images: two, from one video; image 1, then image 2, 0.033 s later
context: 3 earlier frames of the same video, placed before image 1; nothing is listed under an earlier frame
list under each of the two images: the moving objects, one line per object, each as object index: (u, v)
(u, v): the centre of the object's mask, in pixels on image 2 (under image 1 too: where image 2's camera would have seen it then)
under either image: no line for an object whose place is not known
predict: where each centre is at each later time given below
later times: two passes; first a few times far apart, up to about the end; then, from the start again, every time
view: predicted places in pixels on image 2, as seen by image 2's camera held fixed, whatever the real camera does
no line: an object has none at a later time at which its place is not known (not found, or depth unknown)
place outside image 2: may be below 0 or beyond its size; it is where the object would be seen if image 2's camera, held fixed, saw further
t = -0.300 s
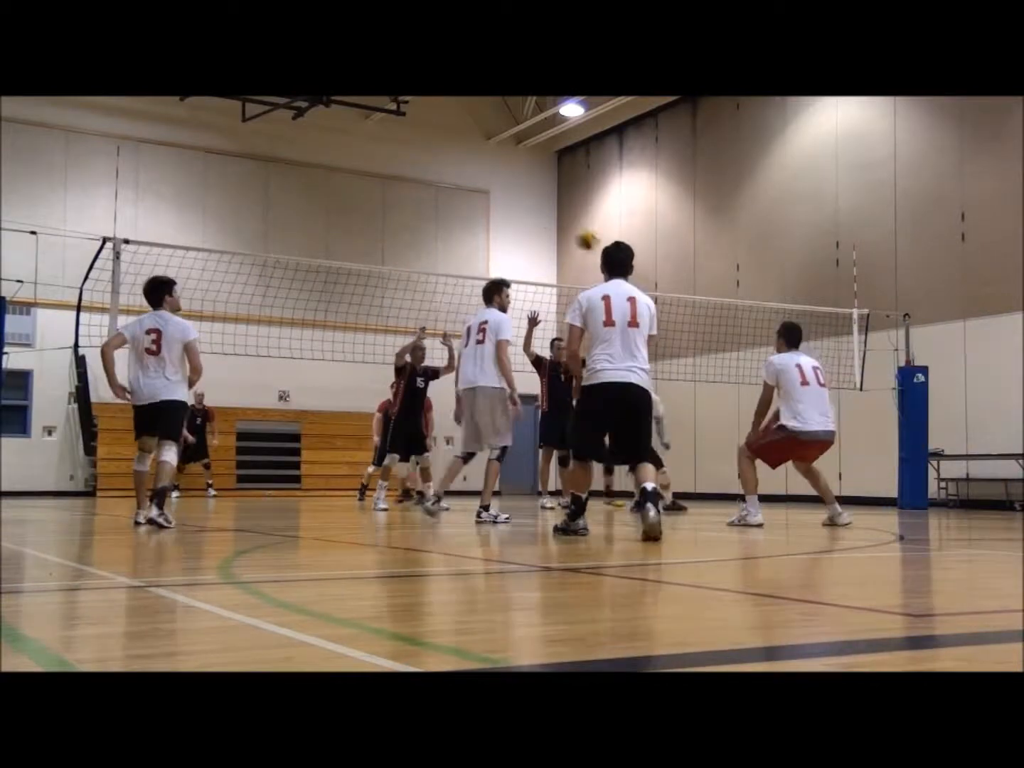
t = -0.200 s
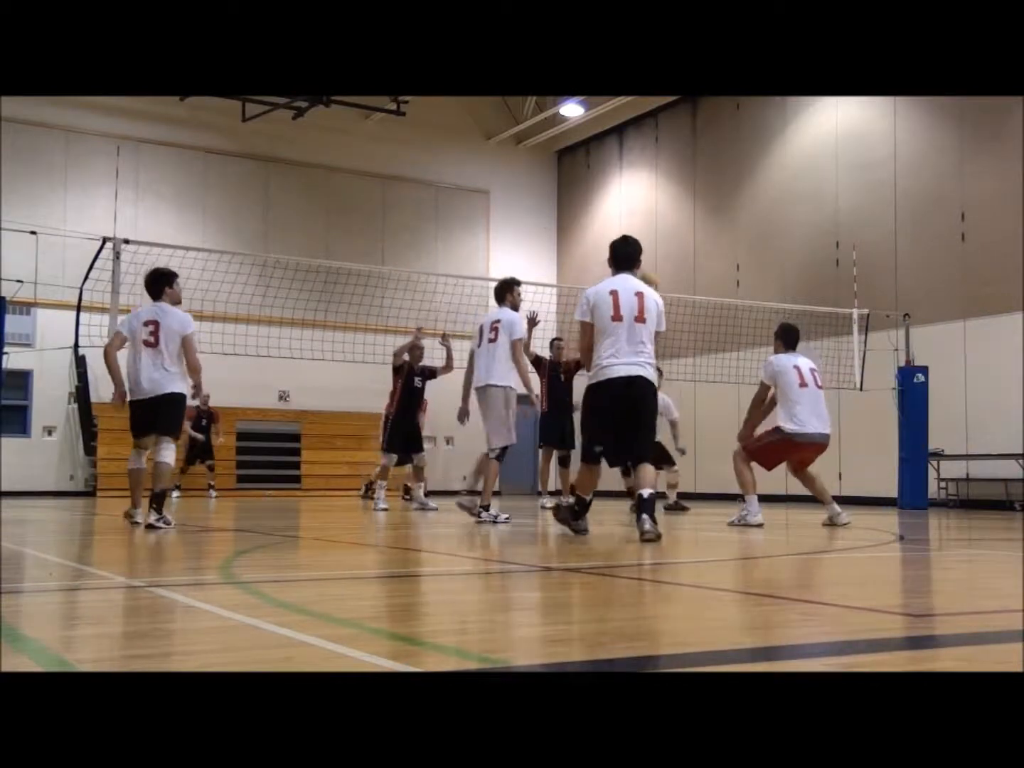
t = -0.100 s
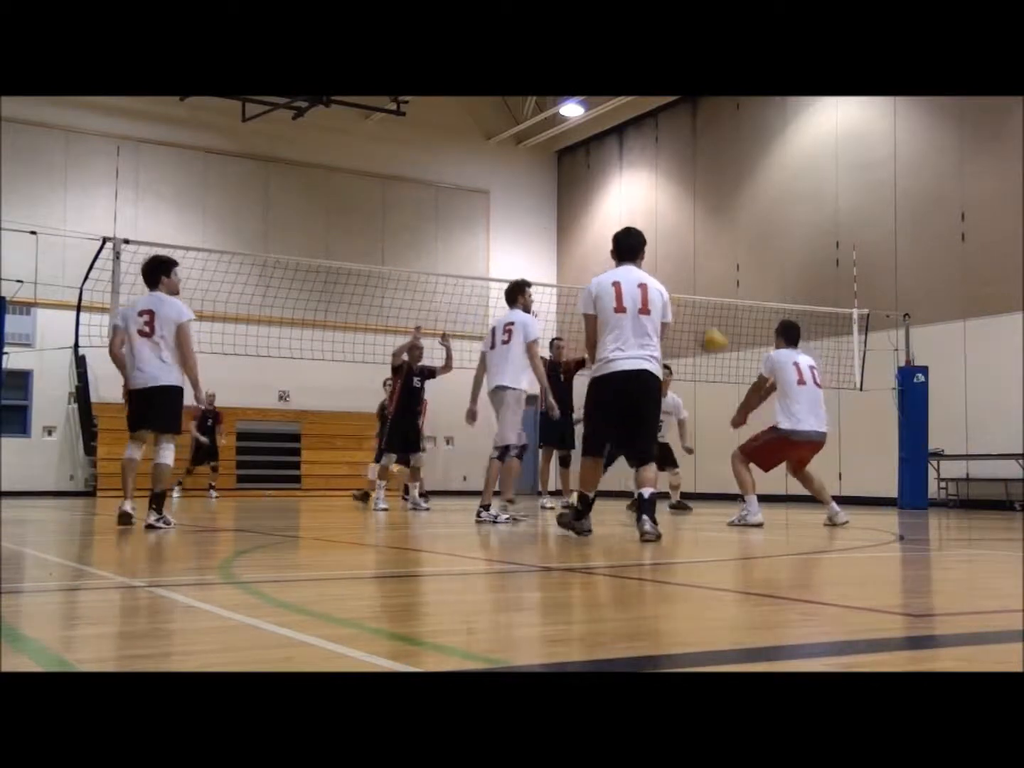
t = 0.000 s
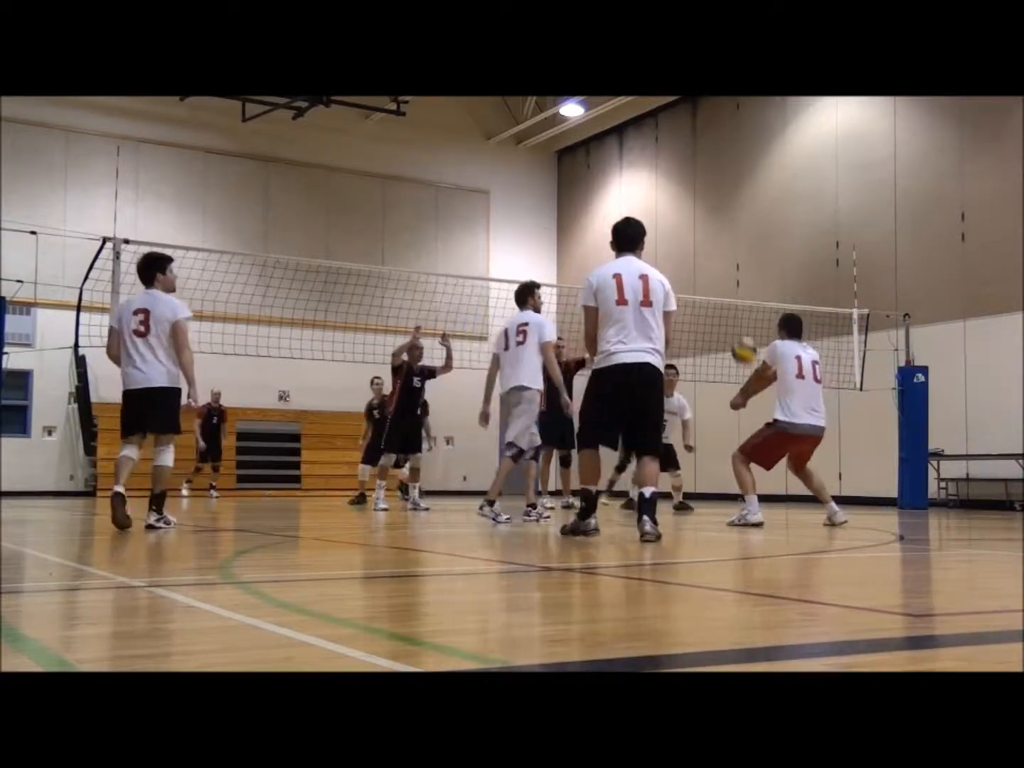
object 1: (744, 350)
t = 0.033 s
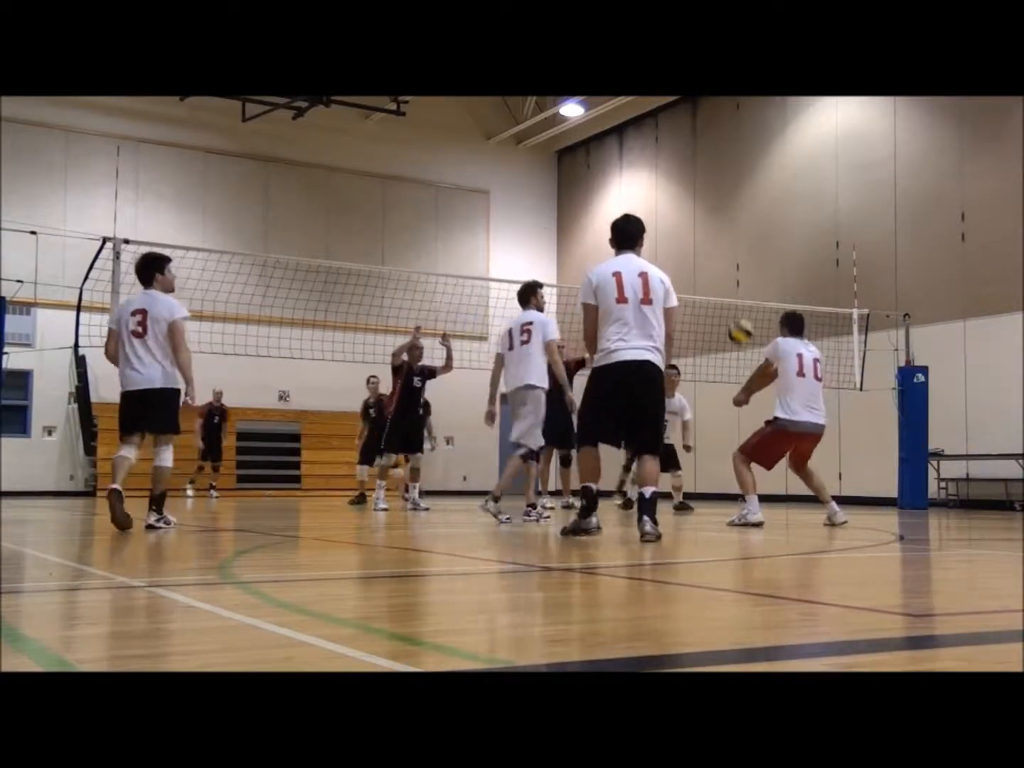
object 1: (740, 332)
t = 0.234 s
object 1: (715, 251)
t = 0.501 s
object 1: (686, 218)
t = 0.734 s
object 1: (664, 249)
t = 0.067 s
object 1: (734, 316)
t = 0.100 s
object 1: (730, 300)
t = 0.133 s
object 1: (727, 286)
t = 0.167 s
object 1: (723, 272)
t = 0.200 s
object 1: (719, 260)
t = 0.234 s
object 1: (715, 251)
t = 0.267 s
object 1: (711, 243)
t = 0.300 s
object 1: (707, 235)
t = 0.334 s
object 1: (703, 229)
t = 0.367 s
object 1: (699, 225)
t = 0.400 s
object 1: (696, 221)
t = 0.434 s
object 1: (692, 218)
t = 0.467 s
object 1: (689, 217)
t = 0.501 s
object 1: (686, 218)
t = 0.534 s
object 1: (682, 219)
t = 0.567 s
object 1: (680, 222)
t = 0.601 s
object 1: (676, 225)
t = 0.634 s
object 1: (673, 230)
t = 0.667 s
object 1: (670, 235)
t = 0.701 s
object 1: (667, 242)
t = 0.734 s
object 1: (664, 249)
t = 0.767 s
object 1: (661, 257)
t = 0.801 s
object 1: (657, 267)
